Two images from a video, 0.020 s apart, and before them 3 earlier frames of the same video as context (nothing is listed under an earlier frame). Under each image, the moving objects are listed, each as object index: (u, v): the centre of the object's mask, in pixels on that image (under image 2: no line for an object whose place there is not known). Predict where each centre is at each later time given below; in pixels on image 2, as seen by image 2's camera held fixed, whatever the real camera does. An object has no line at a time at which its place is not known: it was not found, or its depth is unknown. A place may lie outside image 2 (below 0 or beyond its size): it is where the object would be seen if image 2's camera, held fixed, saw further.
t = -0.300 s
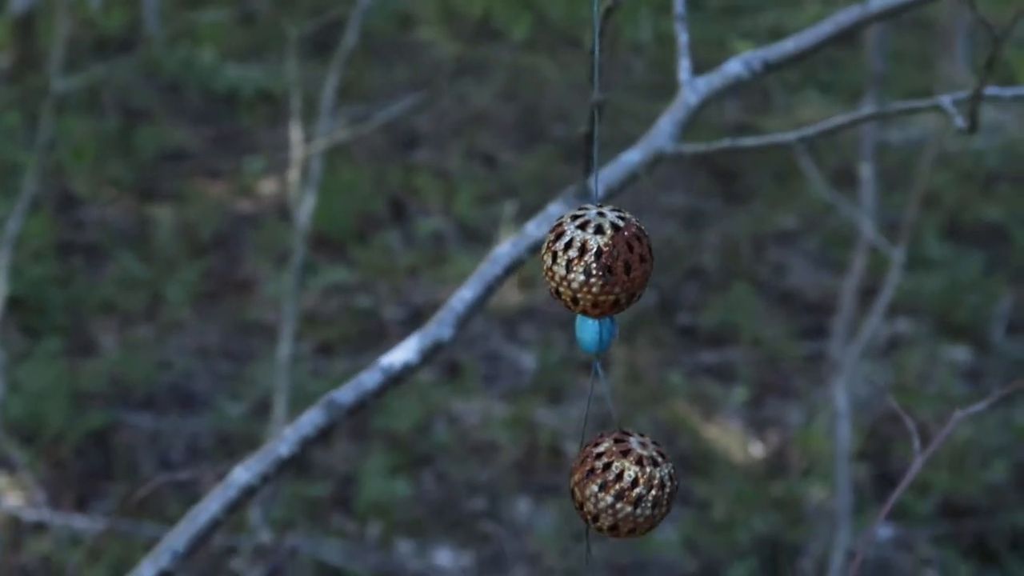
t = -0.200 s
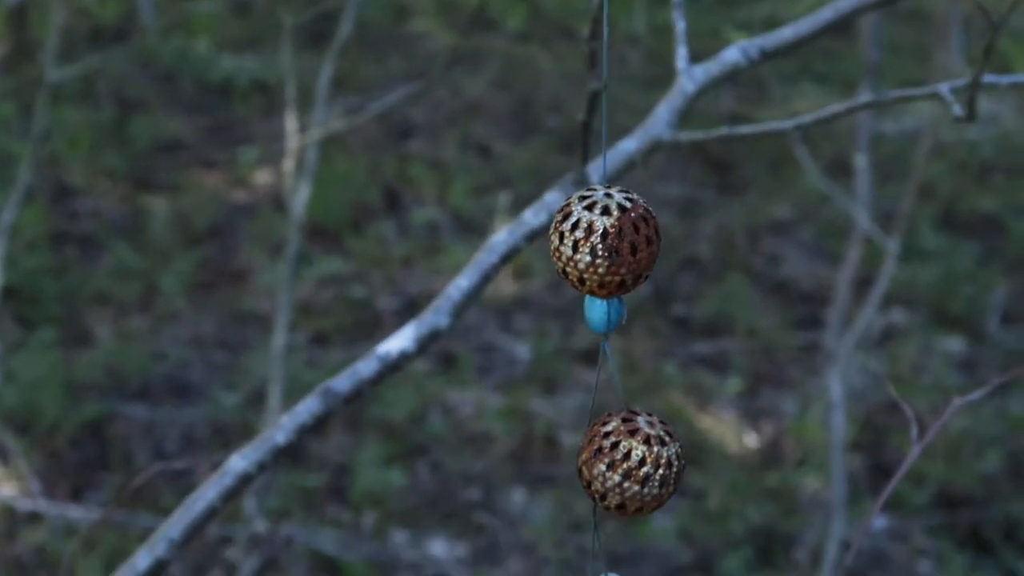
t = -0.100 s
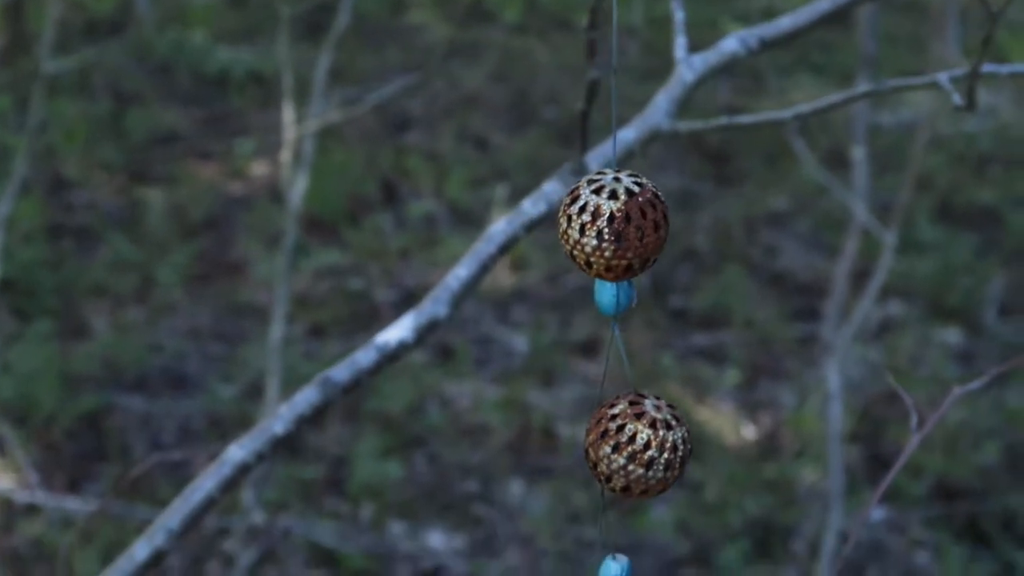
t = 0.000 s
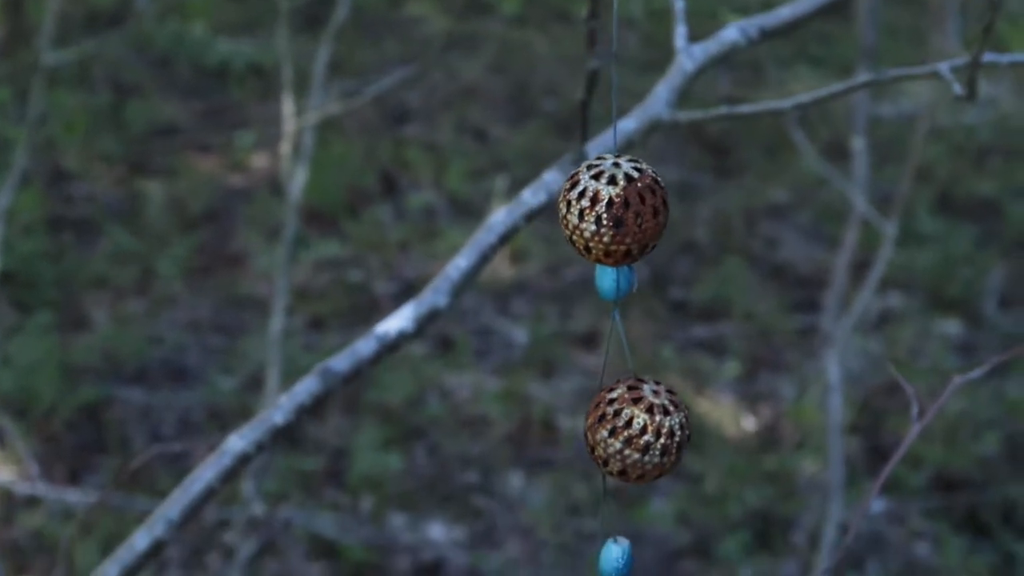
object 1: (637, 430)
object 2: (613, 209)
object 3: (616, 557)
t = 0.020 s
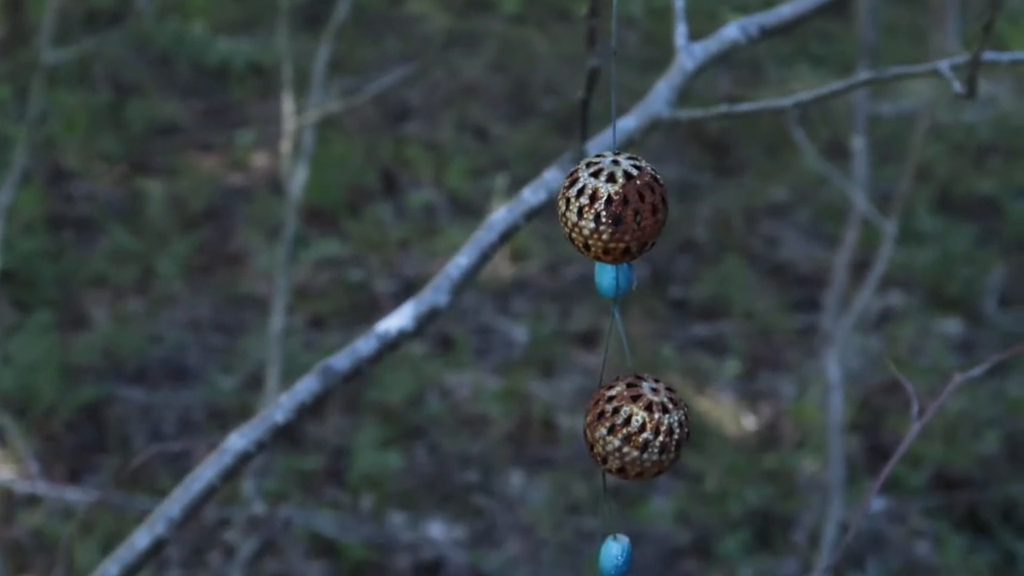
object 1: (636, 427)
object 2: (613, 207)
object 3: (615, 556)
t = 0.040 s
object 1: (634, 427)
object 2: (611, 207)
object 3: (614, 556)
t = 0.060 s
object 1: (632, 427)
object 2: (609, 206)
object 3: (612, 557)
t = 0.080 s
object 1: (630, 426)
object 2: (607, 206)
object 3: (609, 557)
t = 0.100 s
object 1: (627, 426)
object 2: (605, 205)
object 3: (607, 557)
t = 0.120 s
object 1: (624, 426)
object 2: (602, 205)
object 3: (604, 556)
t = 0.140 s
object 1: (621, 426)
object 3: (601, 556)
